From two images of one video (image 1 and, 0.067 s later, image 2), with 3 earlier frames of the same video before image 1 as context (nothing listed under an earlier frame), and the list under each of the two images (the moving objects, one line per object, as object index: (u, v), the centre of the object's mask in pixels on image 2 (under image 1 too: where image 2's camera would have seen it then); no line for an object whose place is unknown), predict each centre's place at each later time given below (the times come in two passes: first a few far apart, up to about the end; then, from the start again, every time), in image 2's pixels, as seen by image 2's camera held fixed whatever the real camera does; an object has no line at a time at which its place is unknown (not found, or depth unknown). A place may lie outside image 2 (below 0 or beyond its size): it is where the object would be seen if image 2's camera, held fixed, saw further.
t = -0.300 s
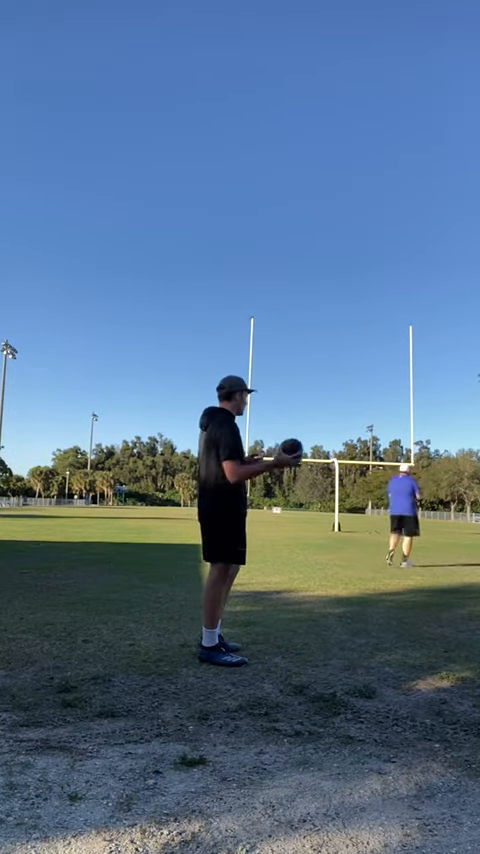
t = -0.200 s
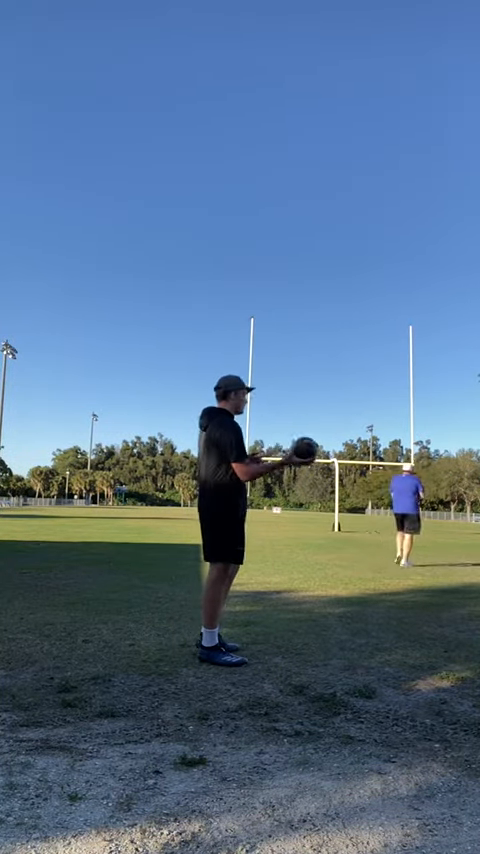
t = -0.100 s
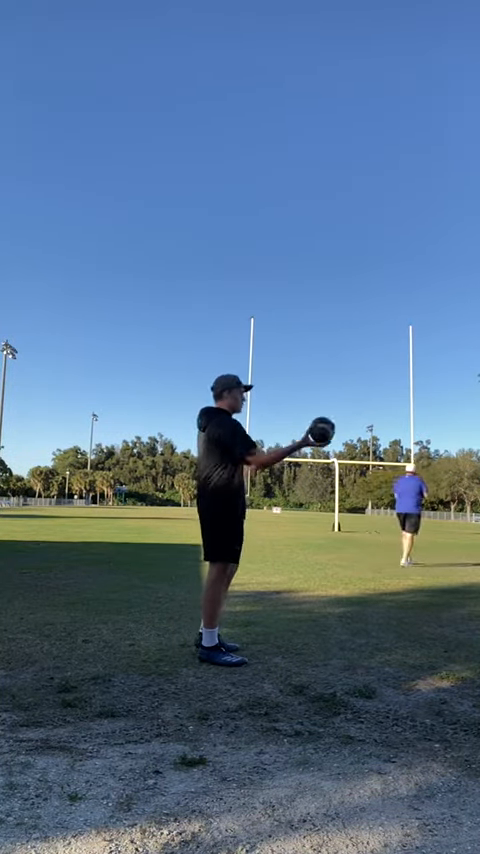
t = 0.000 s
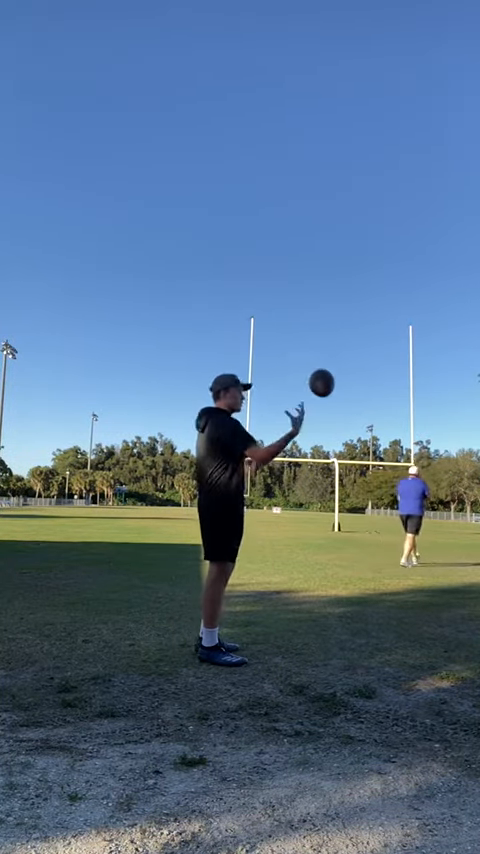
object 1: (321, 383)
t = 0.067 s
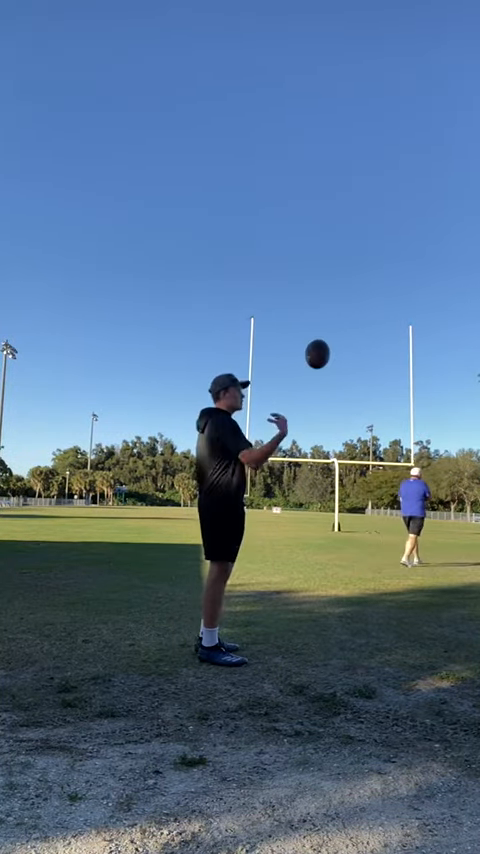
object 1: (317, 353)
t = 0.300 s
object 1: (300, 305)
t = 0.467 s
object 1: (289, 317)
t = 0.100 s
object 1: (315, 342)
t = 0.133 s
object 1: (312, 332)
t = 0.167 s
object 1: (310, 323)
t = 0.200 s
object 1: (307, 317)
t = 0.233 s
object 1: (305, 311)
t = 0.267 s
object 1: (302, 307)
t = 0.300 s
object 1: (300, 305)
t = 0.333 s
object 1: (298, 304)
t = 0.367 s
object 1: (296, 305)
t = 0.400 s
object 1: (293, 307)
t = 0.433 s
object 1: (291, 312)
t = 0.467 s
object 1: (289, 317)
